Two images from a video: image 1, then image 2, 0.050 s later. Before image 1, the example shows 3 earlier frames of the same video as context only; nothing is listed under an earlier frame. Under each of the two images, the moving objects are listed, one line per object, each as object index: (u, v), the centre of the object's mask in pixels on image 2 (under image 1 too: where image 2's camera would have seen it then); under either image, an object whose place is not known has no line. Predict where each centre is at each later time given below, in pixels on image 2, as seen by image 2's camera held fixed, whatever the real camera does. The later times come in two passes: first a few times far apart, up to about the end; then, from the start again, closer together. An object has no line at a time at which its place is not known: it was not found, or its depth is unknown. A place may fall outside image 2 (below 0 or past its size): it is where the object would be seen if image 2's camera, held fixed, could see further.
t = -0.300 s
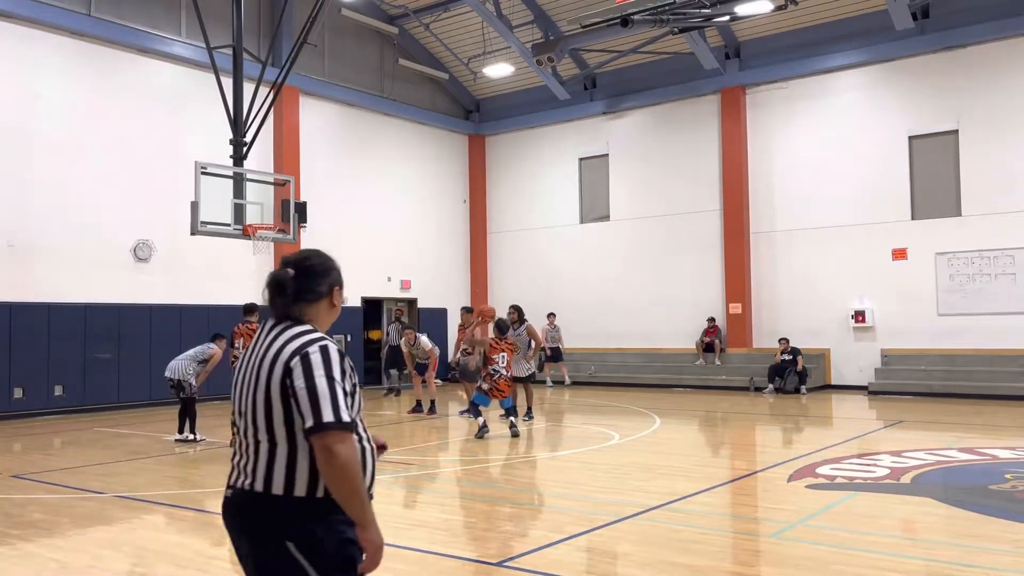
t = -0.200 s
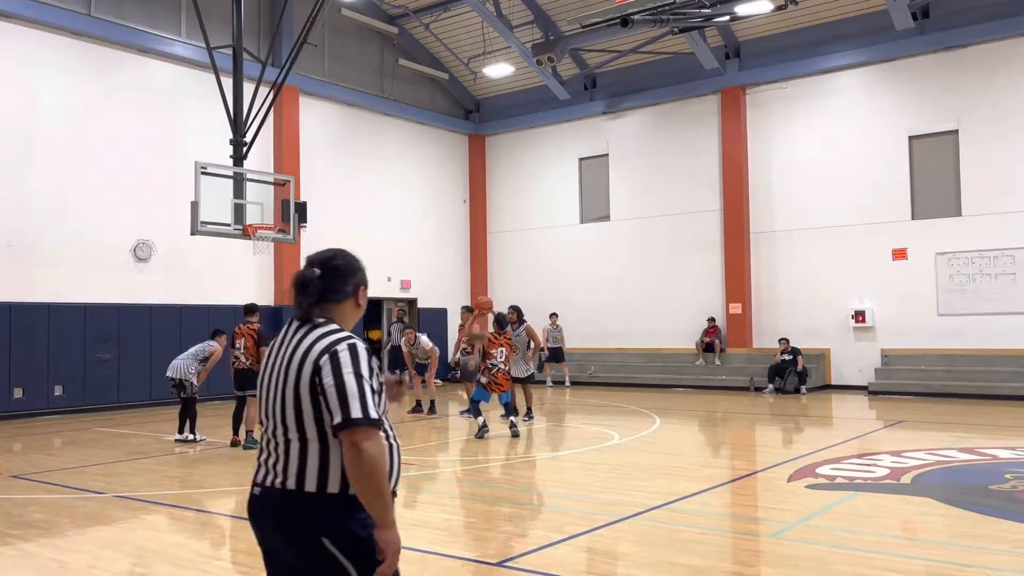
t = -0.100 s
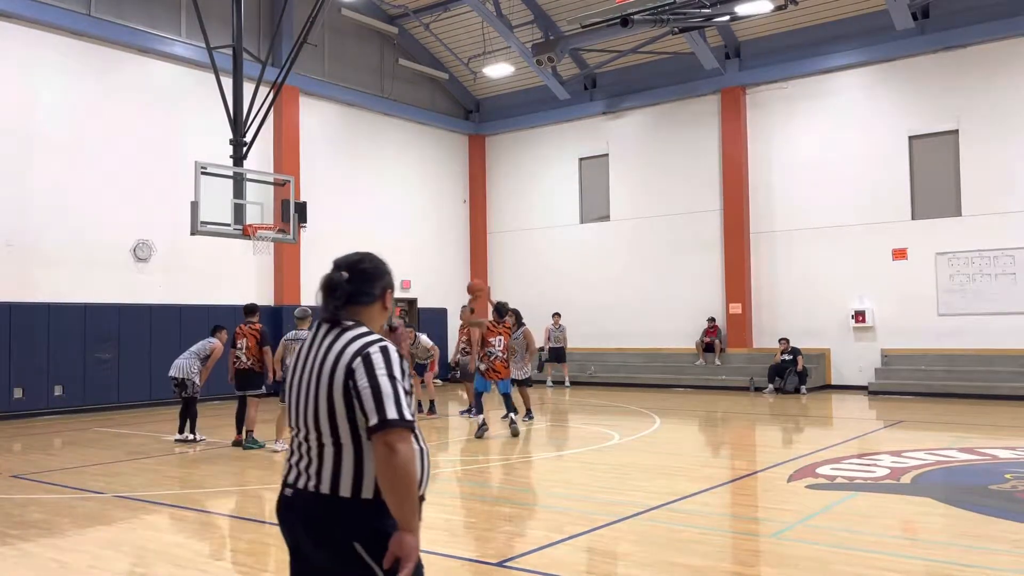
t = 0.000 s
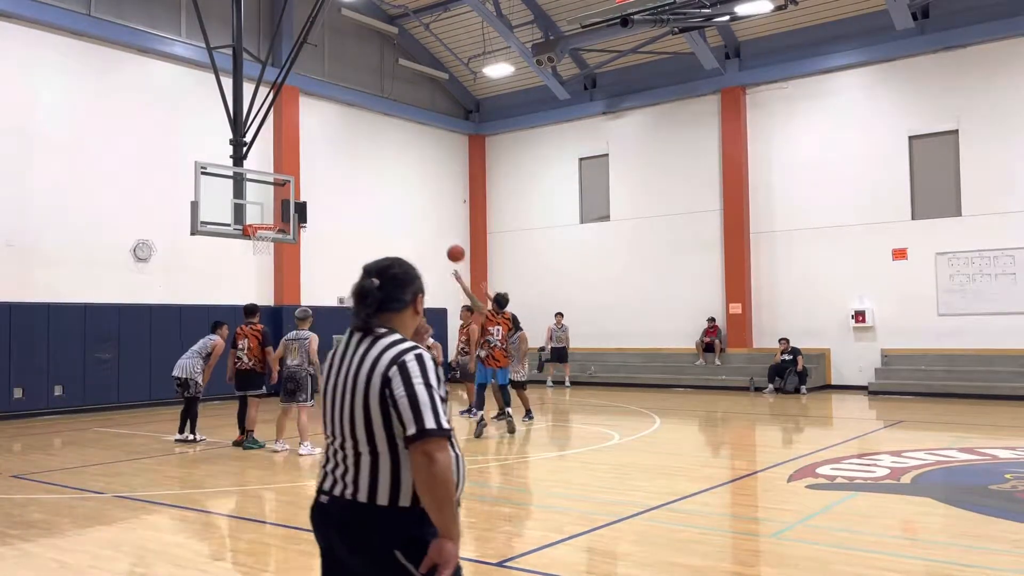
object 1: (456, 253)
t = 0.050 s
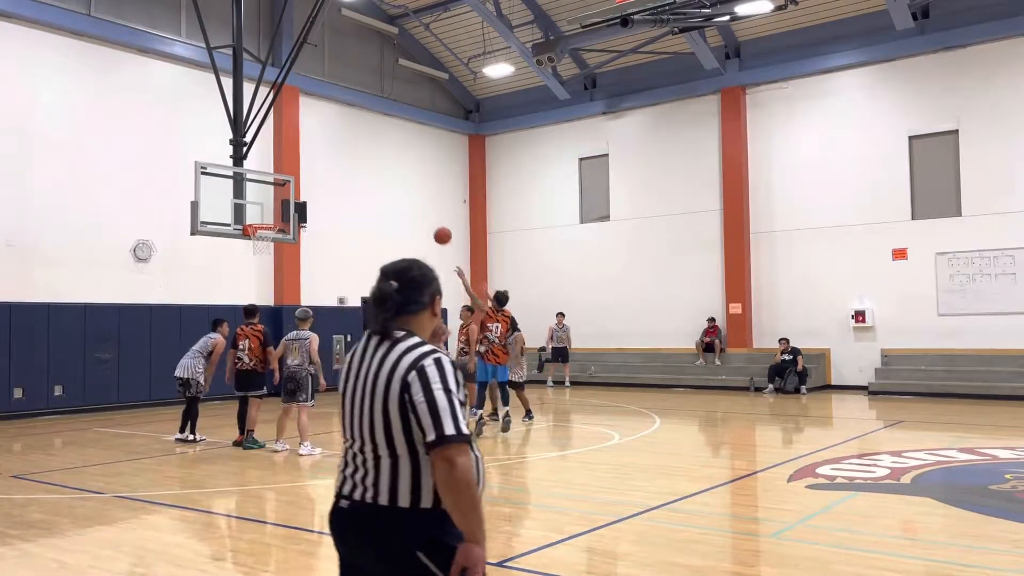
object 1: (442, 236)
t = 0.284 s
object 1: (385, 181)
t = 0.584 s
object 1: (322, 170)
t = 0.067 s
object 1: (438, 230)
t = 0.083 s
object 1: (434, 225)
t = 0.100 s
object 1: (429, 220)
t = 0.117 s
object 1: (425, 216)
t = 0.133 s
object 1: (421, 211)
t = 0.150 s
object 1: (417, 207)
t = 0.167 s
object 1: (413, 203)
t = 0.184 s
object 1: (409, 199)
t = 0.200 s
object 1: (405, 195)
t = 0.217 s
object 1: (401, 192)
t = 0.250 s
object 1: (393, 186)
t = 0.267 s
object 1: (389, 183)
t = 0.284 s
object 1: (385, 181)
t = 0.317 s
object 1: (378, 177)
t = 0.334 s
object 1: (374, 175)
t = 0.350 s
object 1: (370, 173)
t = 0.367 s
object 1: (367, 172)
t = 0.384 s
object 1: (363, 171)
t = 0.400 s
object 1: (359, 170)
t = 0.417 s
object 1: (356, 169)
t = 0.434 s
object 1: (353, 168)
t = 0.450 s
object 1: (349, 167)
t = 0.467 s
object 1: (346, 167)
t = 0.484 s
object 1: (342, 167)
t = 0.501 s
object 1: (339, 167)
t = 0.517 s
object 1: (335, 167)
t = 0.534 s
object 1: (332, 168)
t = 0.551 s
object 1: (329, 168)
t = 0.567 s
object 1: (325, 169)
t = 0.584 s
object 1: (322, 170)
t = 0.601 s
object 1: (319, 171)
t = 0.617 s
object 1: (316, 172)
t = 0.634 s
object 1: (312, 174)
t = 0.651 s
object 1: (309, 175)
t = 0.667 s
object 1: (306, 177)
